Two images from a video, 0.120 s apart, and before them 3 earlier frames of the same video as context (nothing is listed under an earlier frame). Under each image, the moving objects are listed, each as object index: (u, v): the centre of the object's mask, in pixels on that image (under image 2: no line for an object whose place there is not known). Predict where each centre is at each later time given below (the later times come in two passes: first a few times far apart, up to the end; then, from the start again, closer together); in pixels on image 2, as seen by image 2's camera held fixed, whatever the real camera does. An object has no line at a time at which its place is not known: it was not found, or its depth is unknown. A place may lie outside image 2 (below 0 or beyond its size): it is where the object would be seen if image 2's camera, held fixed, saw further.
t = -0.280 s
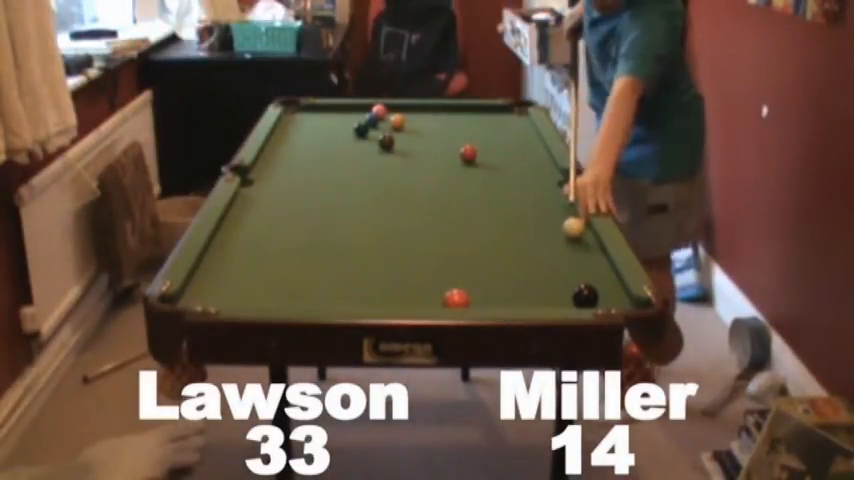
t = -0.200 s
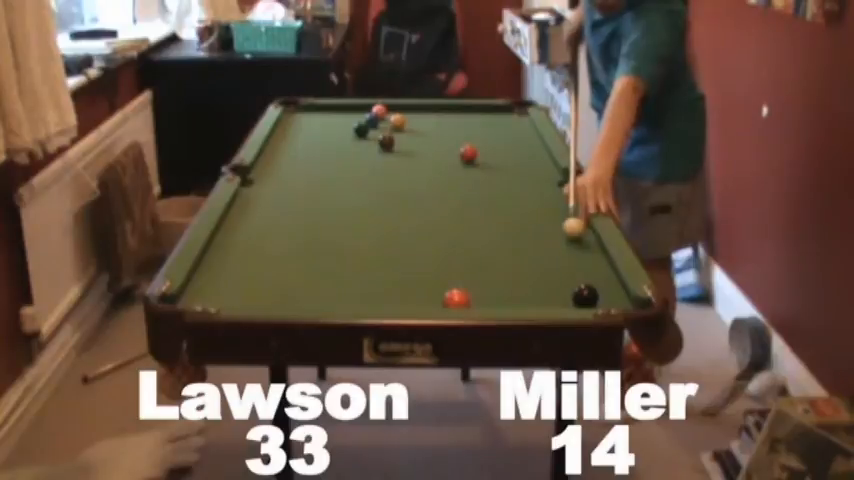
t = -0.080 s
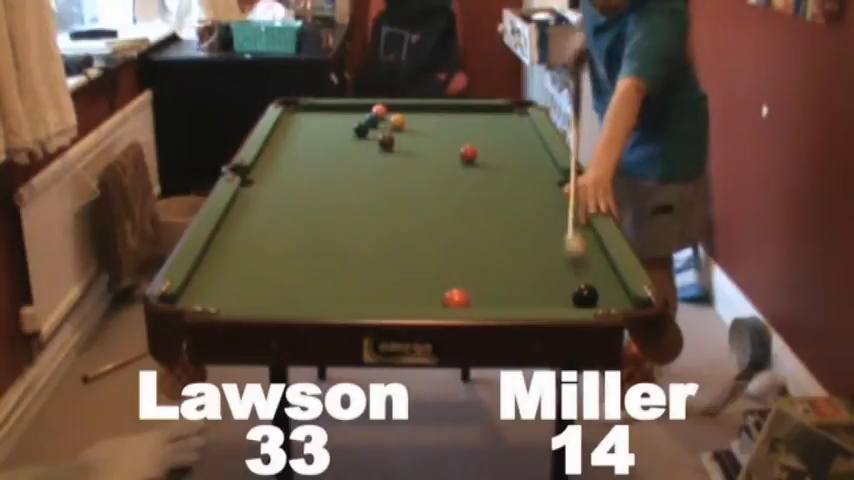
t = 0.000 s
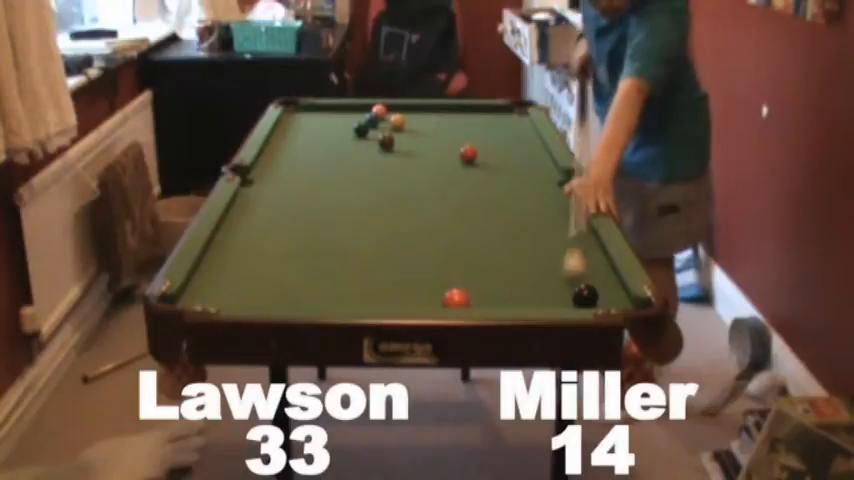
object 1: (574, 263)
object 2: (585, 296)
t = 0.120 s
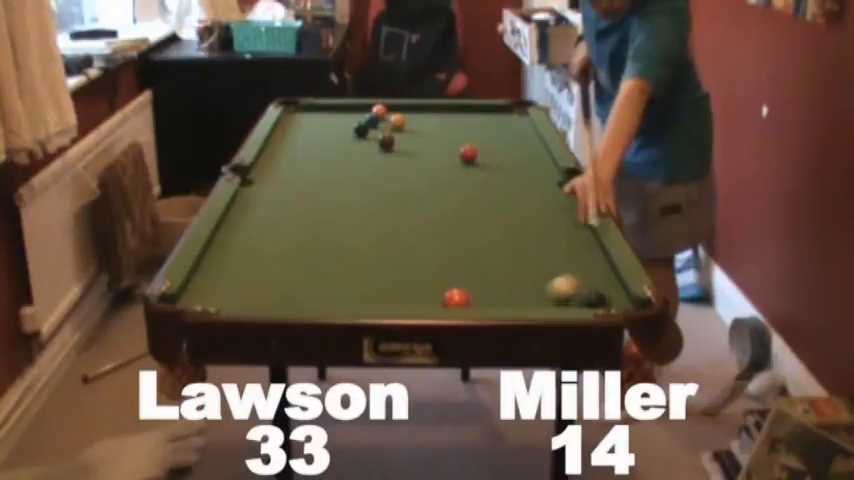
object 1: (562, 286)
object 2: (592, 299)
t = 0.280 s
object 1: (531, 298)
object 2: (604, 294)
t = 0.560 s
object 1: (480, 289)
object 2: (607, 276)
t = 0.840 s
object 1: (443, 278)
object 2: (593, 265)
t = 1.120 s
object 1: (419, 271)
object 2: (585, 258)
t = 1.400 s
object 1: (406, 267)
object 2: (583, 257)
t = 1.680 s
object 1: (404, 267)
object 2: (583, 257)
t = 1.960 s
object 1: (404, 267)
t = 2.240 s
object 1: (404, 266)
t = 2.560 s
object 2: (584, 257)
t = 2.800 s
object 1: (405, 266)
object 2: (583, 257)
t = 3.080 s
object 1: (405, 266)
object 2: (583, 256)
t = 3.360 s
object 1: (404, 266)
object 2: (583, 257)
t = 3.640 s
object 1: (405, 266)
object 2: (583, 257)
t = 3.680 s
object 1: (405, 266)
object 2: (583, 257)
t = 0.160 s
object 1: (554, 289)
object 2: (599, 300)
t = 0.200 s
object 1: (547, 292)
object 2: (601, 298)
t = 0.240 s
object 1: (539, 295)
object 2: (602, 296)
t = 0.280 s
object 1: (531, 298)
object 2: (604, 294)
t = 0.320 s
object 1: (522, 300)
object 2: (605, 292)
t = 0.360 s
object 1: (514, 298)
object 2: (607, 288)
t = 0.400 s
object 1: (508, 296)
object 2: (608, 285)
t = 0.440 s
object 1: (500, 294)
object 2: (610, 283)
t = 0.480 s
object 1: (493, 293)
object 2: (610, 281)
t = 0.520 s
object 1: (487, 292)
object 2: (609, 279)
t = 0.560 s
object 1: (480, 289)
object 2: (607, 276)
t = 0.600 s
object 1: (475, 288)
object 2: (604, 272)
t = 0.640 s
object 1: (470, 286)
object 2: (602, 271)
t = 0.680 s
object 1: (464, 284)
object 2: (600, 270)
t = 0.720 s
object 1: (458, 282)
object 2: (598, 268)
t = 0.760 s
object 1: (452, 280)
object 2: (596, 267)
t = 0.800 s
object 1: (447, 279)
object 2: (594, 266)
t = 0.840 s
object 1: (443, 278)
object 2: (593, 265)
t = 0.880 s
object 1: (439, 278)
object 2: (591, 263)
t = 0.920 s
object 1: (436, 276)
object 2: (590, 262)
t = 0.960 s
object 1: (431, 275)
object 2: (589, 261)
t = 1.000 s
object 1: (428, 274)
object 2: (588, 260)
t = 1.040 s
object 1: (425, 273)
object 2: (587, 260)
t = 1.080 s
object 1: (422, 272)
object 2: (585, 259)
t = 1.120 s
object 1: (419, 271)
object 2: (585, 258)
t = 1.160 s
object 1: (417, 271)
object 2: (584, 257)
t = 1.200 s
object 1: (414, 269)
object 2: (583, 257)
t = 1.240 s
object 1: (412, 269)
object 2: (583, 257)
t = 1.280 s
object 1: (411, 269)
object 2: (583, 257)
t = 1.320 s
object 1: (409, 268)
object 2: (583, 257)
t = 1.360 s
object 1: (408, 268)
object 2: (583, 257)
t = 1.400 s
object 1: (406, 267)
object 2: (583, 257)
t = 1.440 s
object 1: (405, 267)
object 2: (583, 257)
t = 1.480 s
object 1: (405, 266)
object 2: (583, 257)
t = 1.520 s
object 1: (405, 266)
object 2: (583, 257)
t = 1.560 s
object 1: (405, 266)
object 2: (583, 257)
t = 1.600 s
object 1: (405, 266)
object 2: (583, 257)
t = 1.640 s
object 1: (405, 266)
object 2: (583, 257)
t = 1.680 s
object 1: (404, 267)
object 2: (583, 257)
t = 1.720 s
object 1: (404, 266)
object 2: (583, 257)
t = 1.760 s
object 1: (404, 266)
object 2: (583, 257)
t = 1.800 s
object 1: (404, 266)
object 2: (583, 257)
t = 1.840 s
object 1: (404, 267)
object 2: (583, 257)
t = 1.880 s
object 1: (404, 267)
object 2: (583, 257)
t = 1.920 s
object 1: (404, 267)
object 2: (583, 257)
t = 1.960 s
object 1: (404, 267)
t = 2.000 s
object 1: (404, 267)
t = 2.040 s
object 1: (404, 267)
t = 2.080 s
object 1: (404, 267)
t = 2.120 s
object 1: (404, 266)
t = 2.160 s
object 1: (404, 266)
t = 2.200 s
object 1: (405, 266)
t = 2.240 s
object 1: (404, 266)
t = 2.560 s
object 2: (584, 257)
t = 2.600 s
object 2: (583, 257)
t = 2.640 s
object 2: (583, 257)
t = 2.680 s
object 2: (583, 257)
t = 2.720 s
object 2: (583, 257)
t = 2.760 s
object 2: (583, 257)
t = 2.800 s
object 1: (405, 266)
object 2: (583, 257)
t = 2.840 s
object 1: (405, 266)
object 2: (583, 257)
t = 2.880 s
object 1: (405, 267)
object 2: (583, 257)
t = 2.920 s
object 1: (405, 266)
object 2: (583, 257)
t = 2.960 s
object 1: (405, 267)
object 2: (583, 257)
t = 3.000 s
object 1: (405, 266)
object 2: (583, 257)
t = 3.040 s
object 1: (405, 266)
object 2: (583, 257)
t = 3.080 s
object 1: (405, 266)
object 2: (583, 256)
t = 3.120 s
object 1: (404, 266)
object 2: (583, 256)
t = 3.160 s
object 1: (404, 266)
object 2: (583, 257)
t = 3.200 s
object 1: (404, 266)
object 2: (583, 257)
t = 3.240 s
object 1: (405, 266)
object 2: (583, 257)
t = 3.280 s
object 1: (405, 266)
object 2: (583, 257)
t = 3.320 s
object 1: (404, 266)
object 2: (583, 257)
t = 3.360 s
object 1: (404, 266)
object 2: (583, 257)
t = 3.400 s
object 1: (404, 266)
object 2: (583, 257)
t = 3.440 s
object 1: (404, 266)
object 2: (583, 257)
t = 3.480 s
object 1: (404, 266)
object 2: (583, 257)
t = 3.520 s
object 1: (404, 266)
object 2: (583, 257)
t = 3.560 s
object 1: (404, 266)
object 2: (583, 257)
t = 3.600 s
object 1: (405, 266)
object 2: (583, 257)
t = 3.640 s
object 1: (405, 266)
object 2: (583, 257)
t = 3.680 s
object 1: (405, 266)
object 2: (583, 257)
